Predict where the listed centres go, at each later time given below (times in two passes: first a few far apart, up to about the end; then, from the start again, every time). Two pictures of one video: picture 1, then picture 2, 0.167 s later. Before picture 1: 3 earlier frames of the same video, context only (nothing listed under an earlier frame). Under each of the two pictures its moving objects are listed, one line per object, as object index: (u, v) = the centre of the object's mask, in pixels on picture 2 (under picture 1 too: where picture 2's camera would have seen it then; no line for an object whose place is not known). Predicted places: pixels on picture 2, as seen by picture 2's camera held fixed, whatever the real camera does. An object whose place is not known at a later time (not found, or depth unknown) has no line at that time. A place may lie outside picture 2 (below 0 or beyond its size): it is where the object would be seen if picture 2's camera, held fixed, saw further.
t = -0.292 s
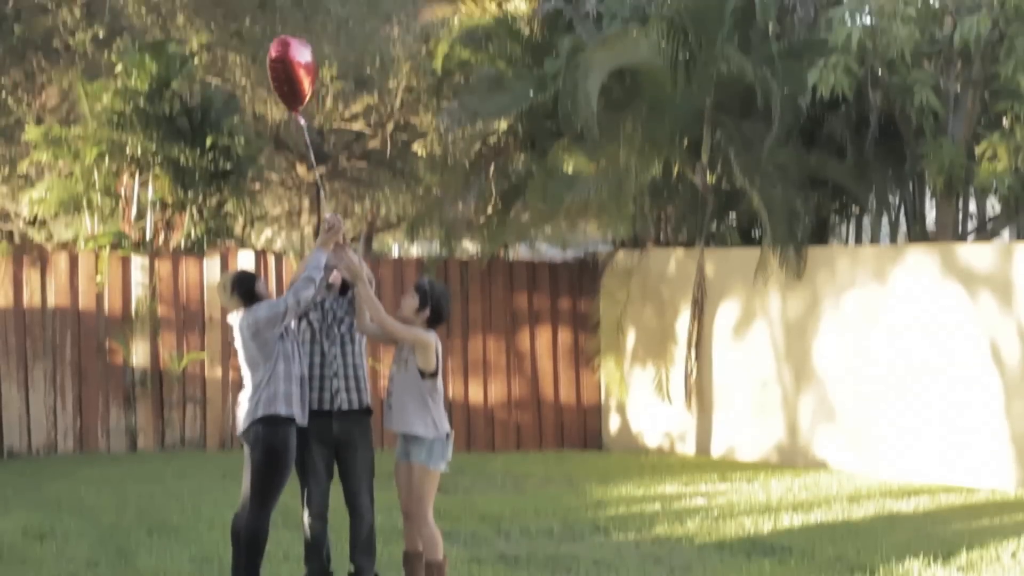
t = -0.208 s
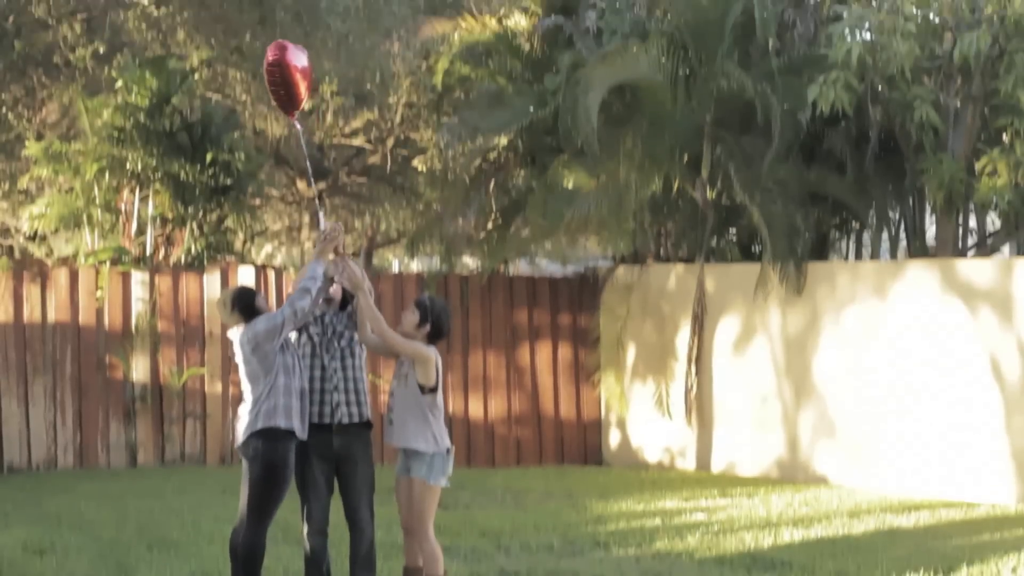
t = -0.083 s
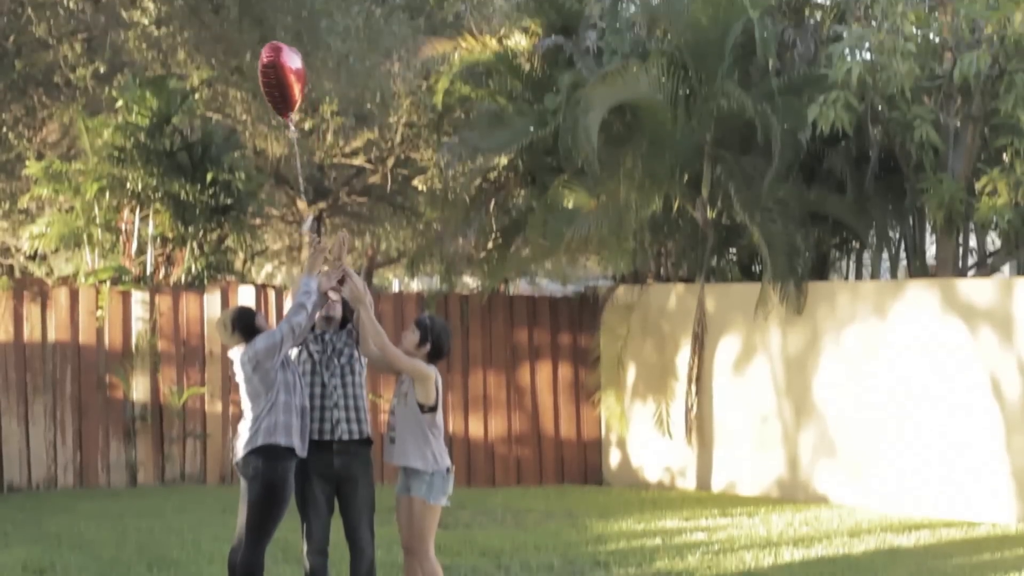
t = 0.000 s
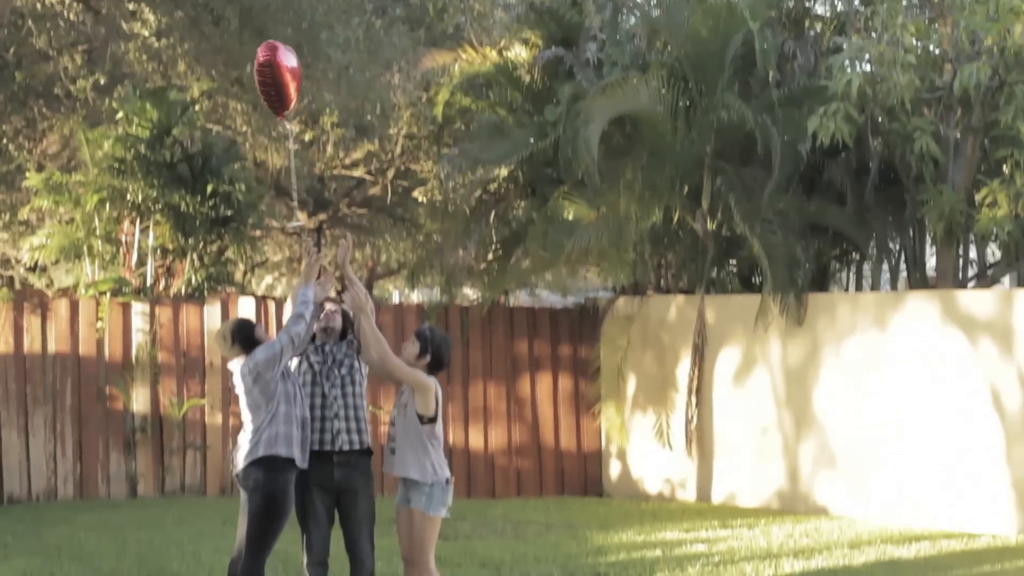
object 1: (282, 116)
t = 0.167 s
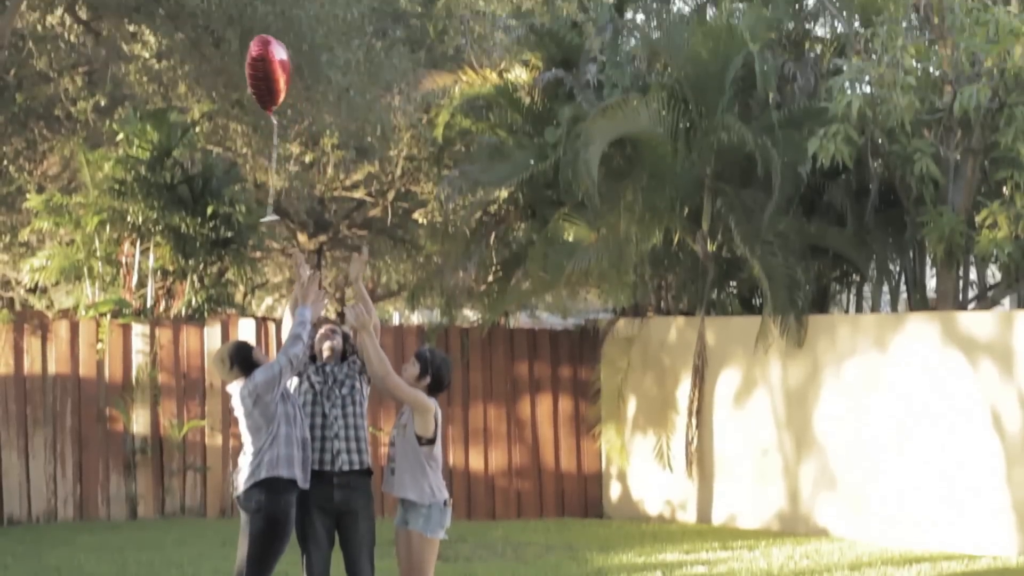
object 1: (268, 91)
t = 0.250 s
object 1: (261, 76)
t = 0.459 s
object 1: (244, 36)
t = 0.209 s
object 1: (265, 86)
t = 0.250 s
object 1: (261, 76)
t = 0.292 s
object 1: (258, 68)
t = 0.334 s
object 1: (254, 60)
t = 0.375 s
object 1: (251, 53)
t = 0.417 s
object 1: (248, 43)
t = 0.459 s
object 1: (244, 36)
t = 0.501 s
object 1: (241, 28)
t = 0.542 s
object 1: (238, 20)
